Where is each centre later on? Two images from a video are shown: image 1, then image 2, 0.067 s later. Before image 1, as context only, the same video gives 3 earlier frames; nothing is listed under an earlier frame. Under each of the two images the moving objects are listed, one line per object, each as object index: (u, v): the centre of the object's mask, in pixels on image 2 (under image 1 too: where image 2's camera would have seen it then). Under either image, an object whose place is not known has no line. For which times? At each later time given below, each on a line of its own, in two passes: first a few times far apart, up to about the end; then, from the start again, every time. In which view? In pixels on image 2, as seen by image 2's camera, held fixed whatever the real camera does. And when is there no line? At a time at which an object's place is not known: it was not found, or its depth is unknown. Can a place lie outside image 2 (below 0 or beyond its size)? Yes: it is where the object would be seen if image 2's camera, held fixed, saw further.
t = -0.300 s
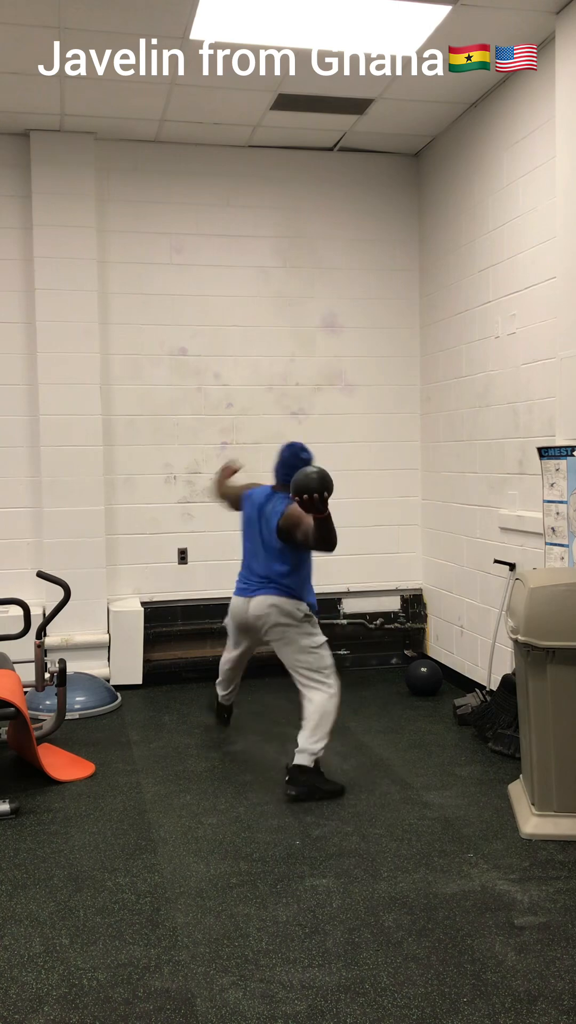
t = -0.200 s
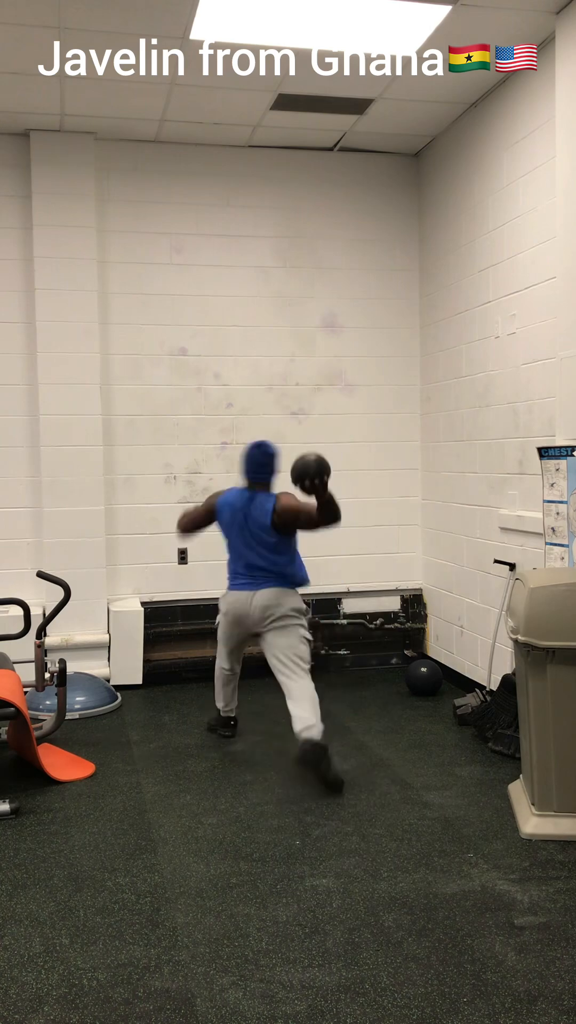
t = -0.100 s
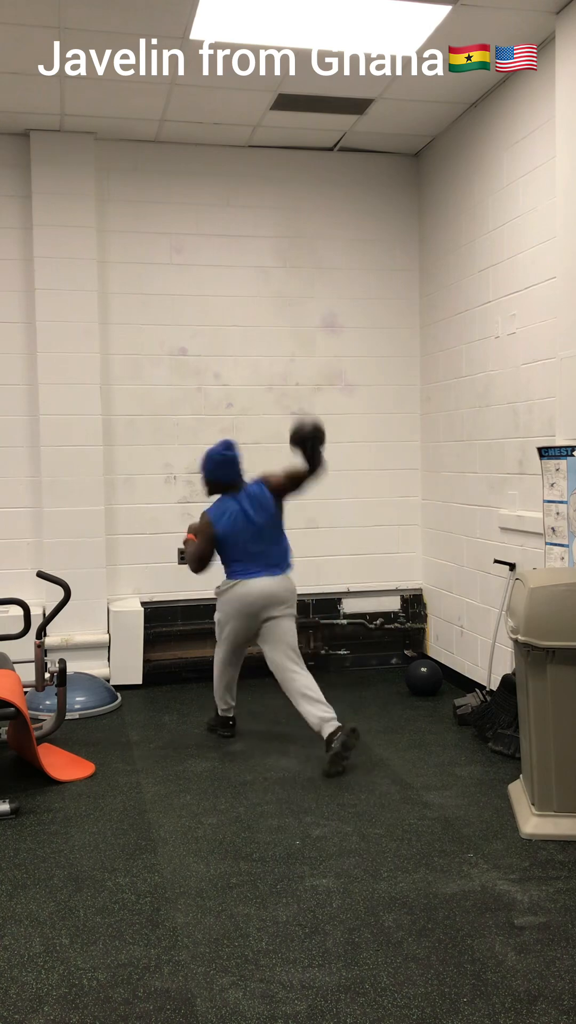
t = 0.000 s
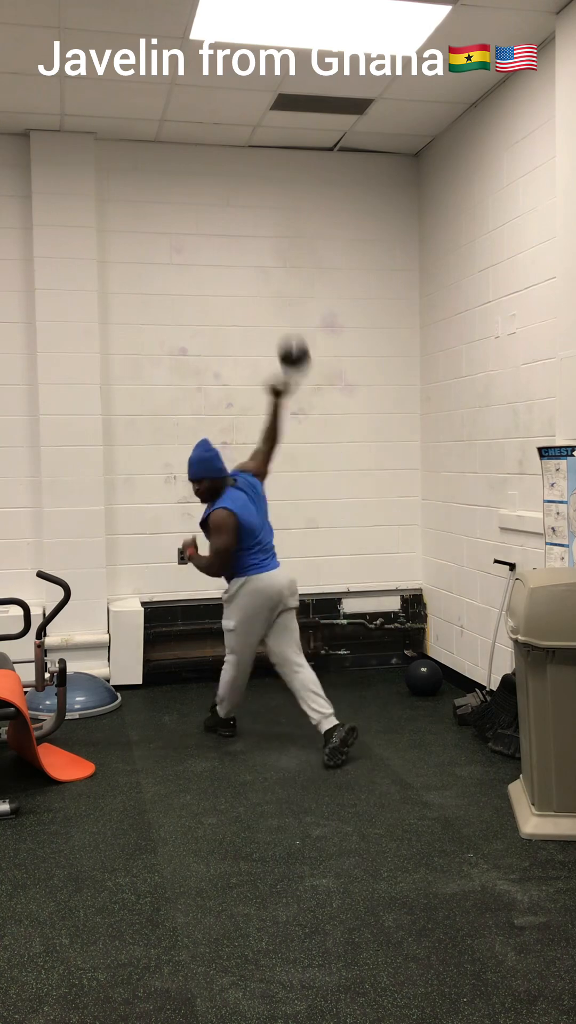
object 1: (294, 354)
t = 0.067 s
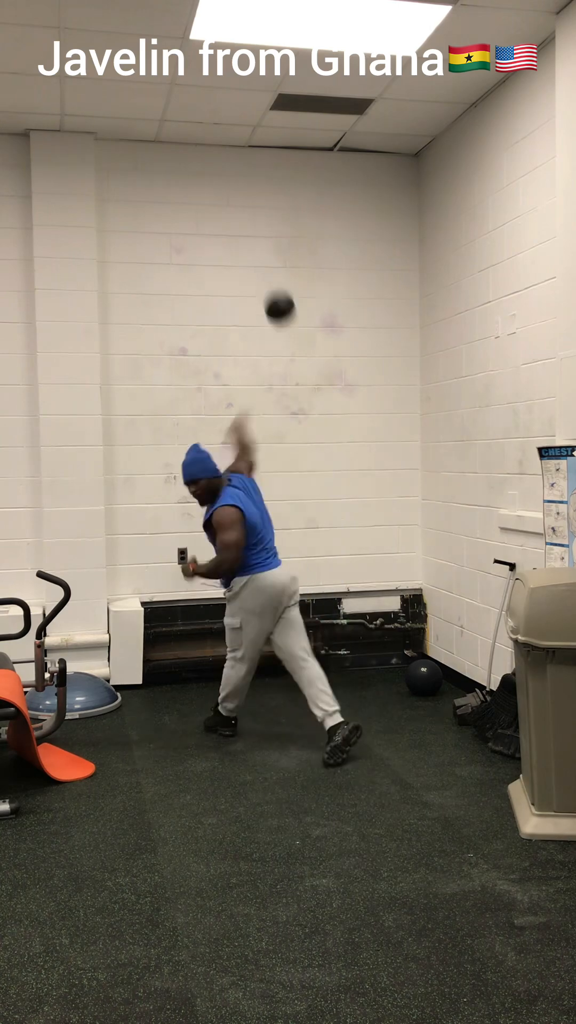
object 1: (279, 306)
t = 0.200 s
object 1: (256, 250)
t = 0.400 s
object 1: (258, 237)
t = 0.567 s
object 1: (268, 274)
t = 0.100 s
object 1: (273, 288)
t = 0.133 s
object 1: (267, 273)
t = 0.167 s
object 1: (261, 260)
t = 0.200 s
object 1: (256, 250)
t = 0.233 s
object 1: (251, 243)
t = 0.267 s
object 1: (251, 238)
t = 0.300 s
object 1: (253, 235)
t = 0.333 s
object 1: (255, 234)
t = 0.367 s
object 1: (256, 235)
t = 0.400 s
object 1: (258, 237)
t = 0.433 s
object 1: (260, 241)
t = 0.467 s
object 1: (262, 246)
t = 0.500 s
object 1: (264, 254)
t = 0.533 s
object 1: (266, 263)
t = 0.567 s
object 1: (268, 274)
